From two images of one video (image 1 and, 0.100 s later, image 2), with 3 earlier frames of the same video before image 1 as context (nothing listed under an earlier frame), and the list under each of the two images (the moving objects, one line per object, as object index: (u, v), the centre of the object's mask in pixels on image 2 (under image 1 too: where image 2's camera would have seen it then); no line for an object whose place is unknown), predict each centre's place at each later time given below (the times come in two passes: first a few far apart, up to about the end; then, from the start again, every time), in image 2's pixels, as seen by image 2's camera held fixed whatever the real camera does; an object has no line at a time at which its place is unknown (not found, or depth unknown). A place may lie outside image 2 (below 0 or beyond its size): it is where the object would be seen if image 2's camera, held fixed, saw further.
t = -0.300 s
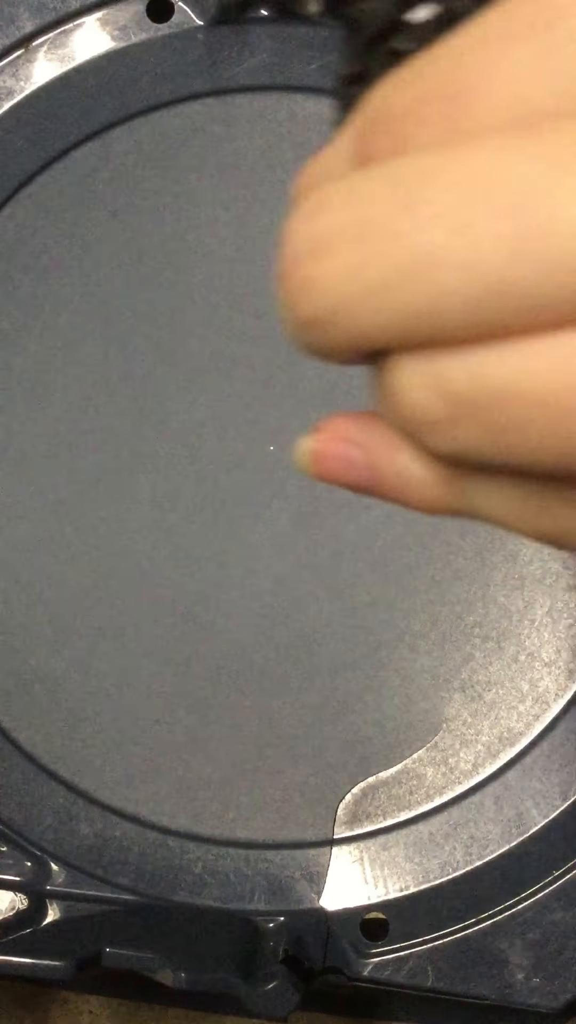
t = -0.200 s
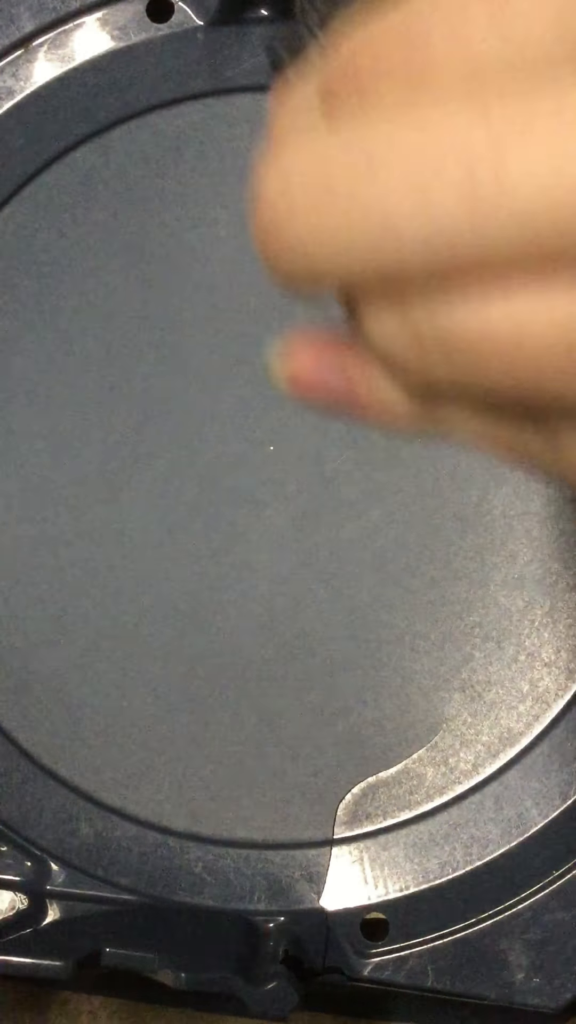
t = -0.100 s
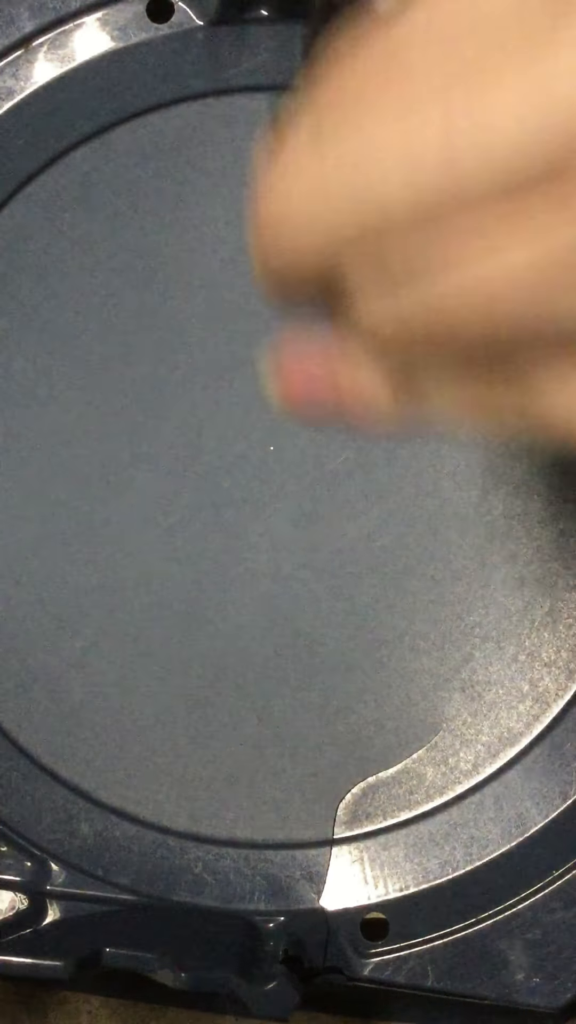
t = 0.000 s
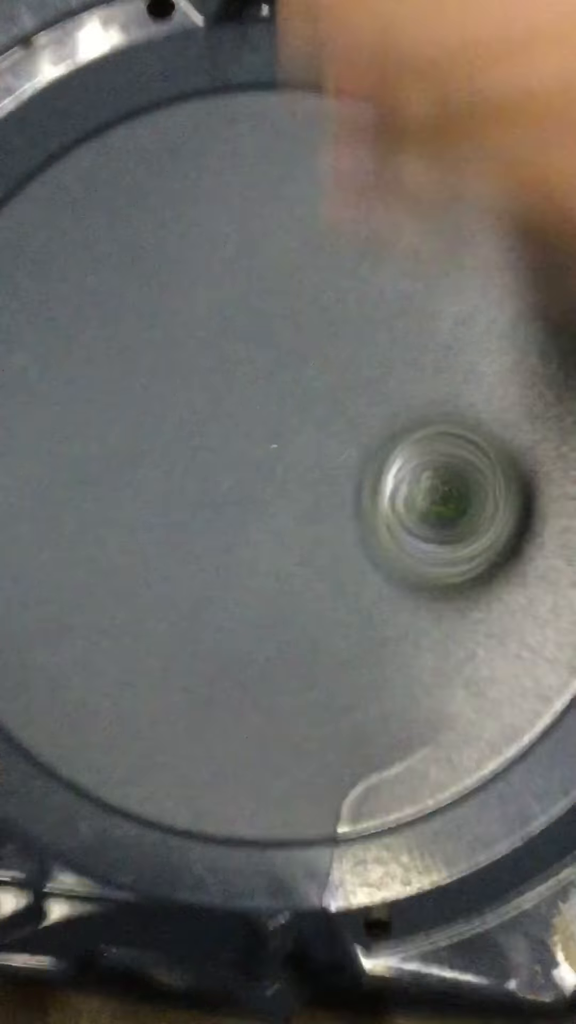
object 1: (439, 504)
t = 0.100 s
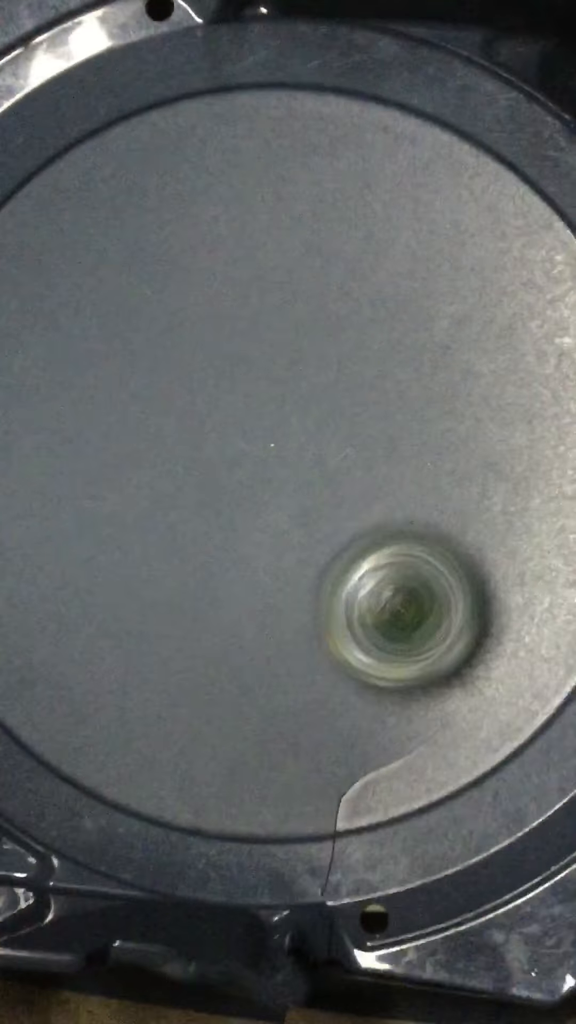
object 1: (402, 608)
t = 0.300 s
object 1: (299, 601)
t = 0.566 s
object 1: (273, 392)
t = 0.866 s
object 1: (171, 519)
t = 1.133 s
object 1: (353, 446)
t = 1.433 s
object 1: (178, 373)
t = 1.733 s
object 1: (322, 496)
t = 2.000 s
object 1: (309, 381)
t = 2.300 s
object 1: (261, 444)
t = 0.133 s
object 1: (383, 625)
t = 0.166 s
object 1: (360, 635)
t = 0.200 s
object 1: (340, 639)
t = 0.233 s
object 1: (321, 633)
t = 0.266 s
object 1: (307, 620)
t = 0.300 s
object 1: (299, 601)
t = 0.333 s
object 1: (296, 576)
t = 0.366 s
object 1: (300, 549)
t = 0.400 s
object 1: (309, 518)
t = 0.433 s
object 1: (315, 487)
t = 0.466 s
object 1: (316, 462)
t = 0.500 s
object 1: (310, 438)
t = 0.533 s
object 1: (295, 413)
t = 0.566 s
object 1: (273, 392)
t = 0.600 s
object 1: (246, 378)
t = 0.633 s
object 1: (220, 375)
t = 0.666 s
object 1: (191, 379)
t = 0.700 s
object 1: (165, 393)
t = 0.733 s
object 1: (148, 413)
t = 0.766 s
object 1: (140, 441)
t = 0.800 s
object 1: (141, 470)
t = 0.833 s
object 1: (153, 496)
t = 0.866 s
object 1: (171, 519)
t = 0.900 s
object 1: (196, 536)
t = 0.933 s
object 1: (224, 543)
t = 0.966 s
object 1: (257, 544)
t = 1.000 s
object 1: (286, 536)
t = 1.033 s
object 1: (311, 521)
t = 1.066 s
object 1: (328, 501)
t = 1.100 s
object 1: (345, 474)
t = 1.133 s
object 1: (353, 446)
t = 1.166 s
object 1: (353, 414)
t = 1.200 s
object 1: (344, 378)
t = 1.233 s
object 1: (327, 352)
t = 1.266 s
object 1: (306, 332)
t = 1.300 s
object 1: (277, 321)
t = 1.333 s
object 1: (245, 319)
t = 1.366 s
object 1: (218, 329)
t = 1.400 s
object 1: (196, 348)
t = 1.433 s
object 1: (178, 373)
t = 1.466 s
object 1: (170, 400)
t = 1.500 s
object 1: (172, 429)
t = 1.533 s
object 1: (185, 456)
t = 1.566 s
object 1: (202, 479)
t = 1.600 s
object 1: (224, 496)
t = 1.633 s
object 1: (253, 510)
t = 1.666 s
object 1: (280, 512)
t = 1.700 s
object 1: (304, 507)
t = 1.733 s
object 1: (322, 496)
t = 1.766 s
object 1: (337, 479)
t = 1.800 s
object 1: (345, 460)
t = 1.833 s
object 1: (347, 440)
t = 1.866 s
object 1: (343, 420)
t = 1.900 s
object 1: (336, 406)
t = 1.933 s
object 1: (328, 393)
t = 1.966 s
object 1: (319, 385)
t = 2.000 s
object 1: (309, 381)
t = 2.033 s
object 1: (301, 381)
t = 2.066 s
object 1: (293, 385)
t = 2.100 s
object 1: (285, 392)
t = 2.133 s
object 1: (280, 402)
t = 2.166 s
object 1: (275, 411)
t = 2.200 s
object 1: (271, 421)
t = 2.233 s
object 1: (267, 429)
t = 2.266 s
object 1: (264, 437)
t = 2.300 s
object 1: (261, 444)
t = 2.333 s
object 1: (259, 449)
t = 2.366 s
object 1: (258, 450)
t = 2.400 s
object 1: (260, 450)
